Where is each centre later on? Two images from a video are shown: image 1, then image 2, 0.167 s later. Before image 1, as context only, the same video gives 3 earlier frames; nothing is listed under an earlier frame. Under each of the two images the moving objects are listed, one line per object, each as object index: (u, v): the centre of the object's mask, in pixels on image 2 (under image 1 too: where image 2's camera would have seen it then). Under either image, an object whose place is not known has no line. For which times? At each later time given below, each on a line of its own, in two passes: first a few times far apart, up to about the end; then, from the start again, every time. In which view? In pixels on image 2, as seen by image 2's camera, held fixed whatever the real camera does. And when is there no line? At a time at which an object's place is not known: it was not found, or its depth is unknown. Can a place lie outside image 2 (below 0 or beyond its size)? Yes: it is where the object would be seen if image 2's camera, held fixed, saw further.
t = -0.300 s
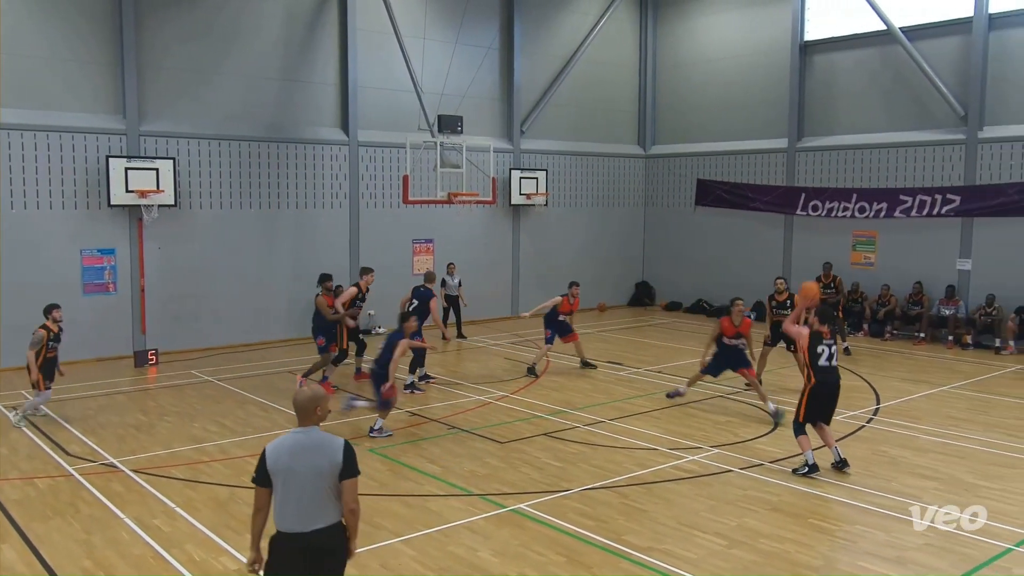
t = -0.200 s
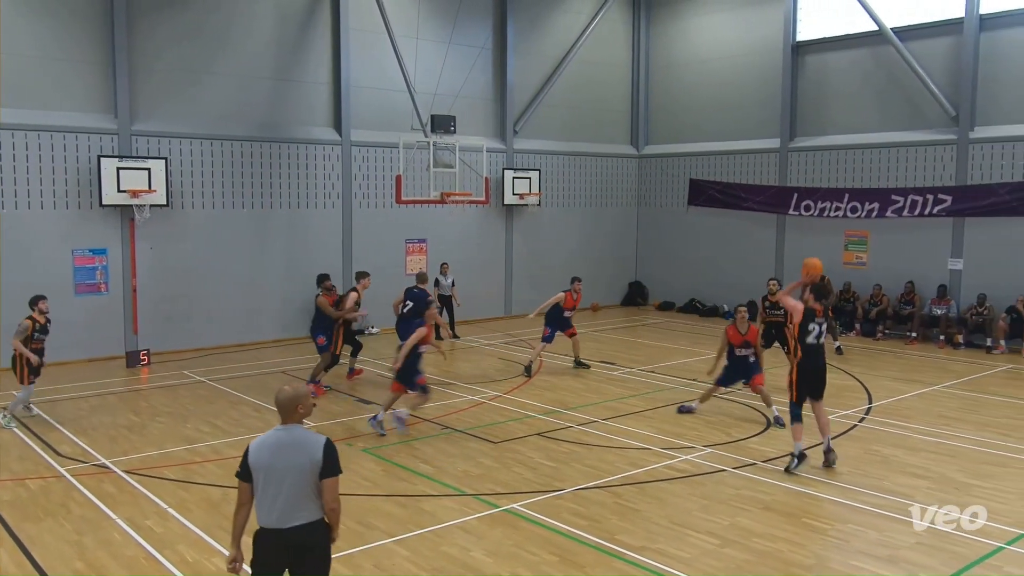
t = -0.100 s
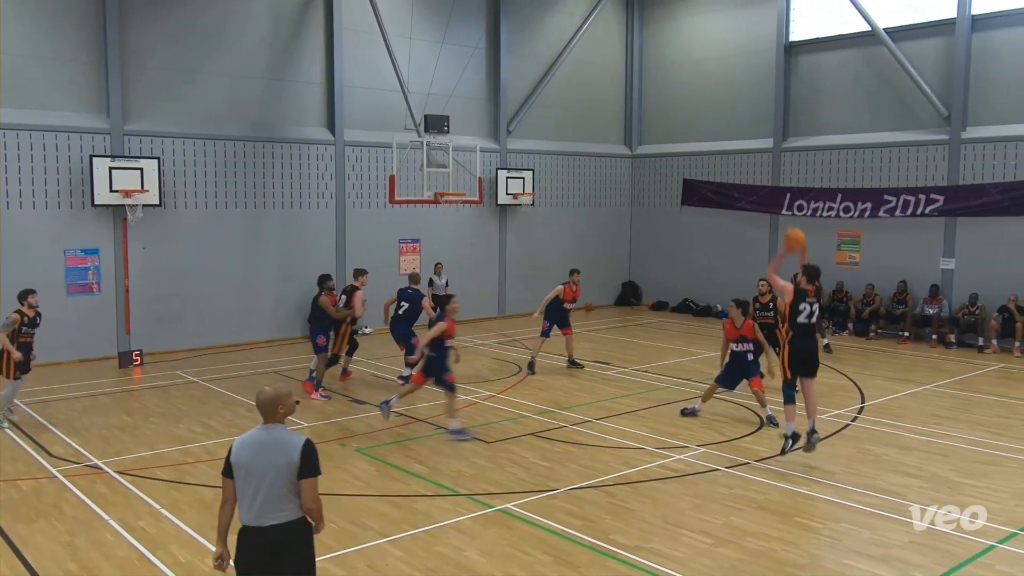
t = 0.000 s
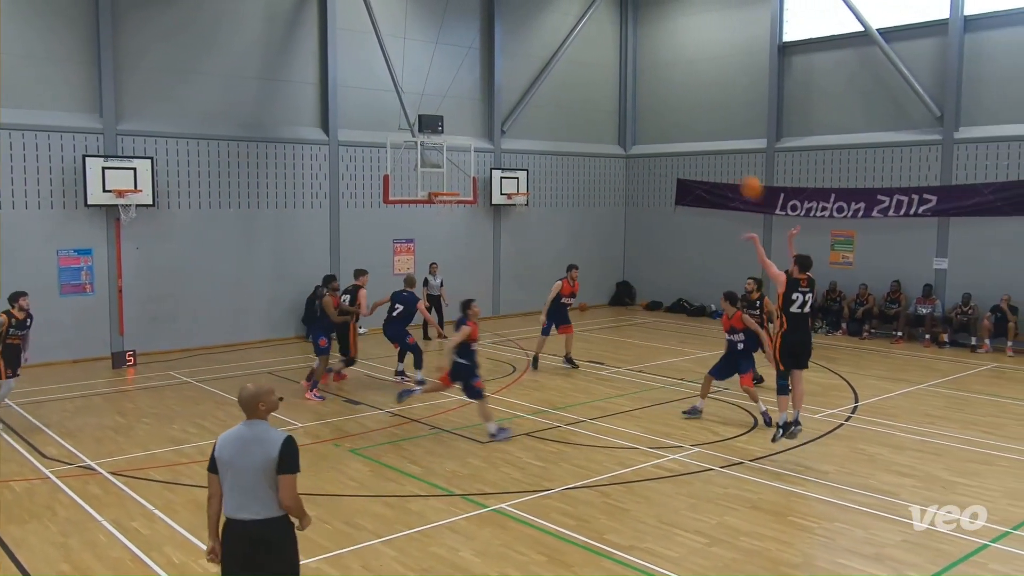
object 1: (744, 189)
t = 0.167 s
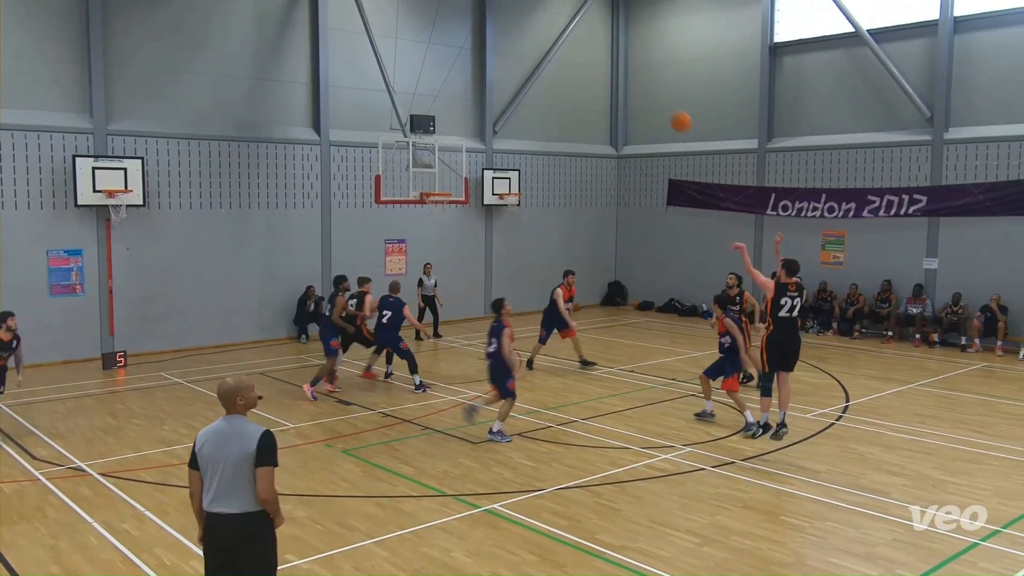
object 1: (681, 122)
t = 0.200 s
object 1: (670, 112)
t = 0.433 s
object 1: (596, 74)
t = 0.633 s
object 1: (544, 75)
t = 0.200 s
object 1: (670, 112)
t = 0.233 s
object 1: (658, 104)
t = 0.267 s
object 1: (647, 96)
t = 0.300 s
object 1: (636, 90)
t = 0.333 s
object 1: (627, 84)
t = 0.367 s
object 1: (615, 80)
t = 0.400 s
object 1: (606, 76)
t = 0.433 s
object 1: (596, 74)
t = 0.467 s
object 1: (587, 72)
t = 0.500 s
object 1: (578, 71)
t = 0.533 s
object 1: (569, 71)
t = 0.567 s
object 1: (560, 71)
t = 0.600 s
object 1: (552, 73)
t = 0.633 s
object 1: (544, 75)
